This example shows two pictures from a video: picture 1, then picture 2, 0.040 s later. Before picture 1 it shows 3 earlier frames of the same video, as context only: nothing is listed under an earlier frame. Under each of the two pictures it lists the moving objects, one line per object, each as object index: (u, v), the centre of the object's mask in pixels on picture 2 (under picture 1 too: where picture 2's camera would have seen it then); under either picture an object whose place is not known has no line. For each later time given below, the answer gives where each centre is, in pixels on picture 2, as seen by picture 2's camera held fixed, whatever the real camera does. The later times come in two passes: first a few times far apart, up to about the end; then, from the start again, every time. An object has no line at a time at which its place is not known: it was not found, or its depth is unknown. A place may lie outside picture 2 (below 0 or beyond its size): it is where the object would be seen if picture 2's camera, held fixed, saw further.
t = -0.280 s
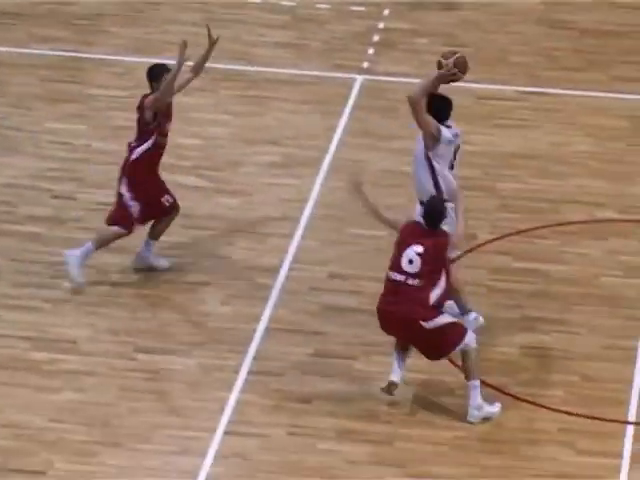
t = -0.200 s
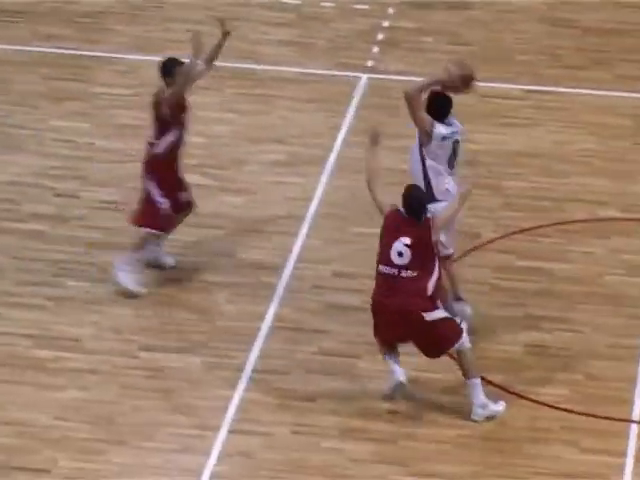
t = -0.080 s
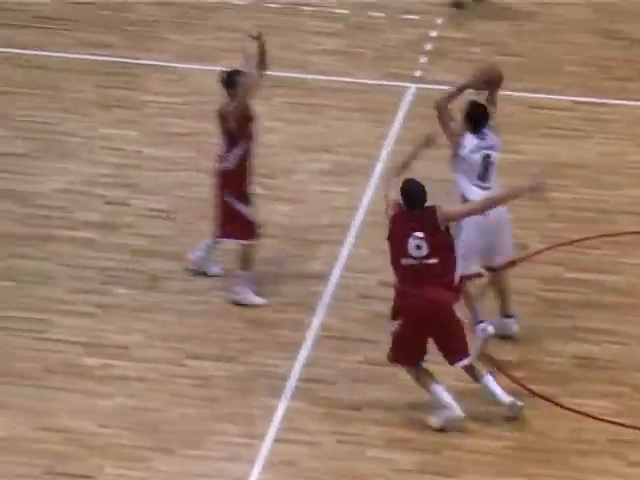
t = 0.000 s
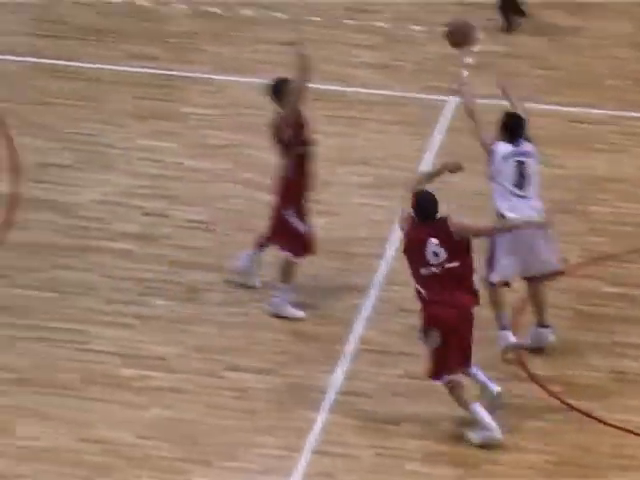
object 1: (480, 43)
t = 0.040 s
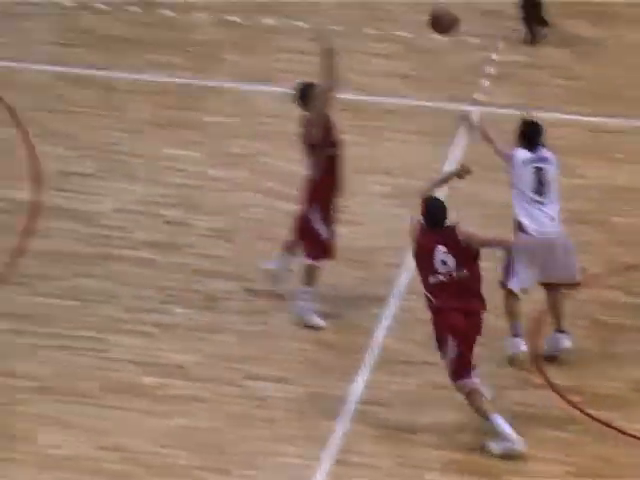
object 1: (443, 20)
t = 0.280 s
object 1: (245, -72)
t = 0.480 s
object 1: (104, -89)
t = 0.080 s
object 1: (406, 0)
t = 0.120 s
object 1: (372, -15)
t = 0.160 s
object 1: (338, -30)
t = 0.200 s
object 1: (305, -46)
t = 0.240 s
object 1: (273, -60)
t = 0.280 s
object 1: (245, -72)
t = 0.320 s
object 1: (217, -81)
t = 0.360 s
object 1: (186, -85)
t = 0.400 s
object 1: (157, -88)
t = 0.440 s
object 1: (130, -90)
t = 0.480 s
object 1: (104, -89)
